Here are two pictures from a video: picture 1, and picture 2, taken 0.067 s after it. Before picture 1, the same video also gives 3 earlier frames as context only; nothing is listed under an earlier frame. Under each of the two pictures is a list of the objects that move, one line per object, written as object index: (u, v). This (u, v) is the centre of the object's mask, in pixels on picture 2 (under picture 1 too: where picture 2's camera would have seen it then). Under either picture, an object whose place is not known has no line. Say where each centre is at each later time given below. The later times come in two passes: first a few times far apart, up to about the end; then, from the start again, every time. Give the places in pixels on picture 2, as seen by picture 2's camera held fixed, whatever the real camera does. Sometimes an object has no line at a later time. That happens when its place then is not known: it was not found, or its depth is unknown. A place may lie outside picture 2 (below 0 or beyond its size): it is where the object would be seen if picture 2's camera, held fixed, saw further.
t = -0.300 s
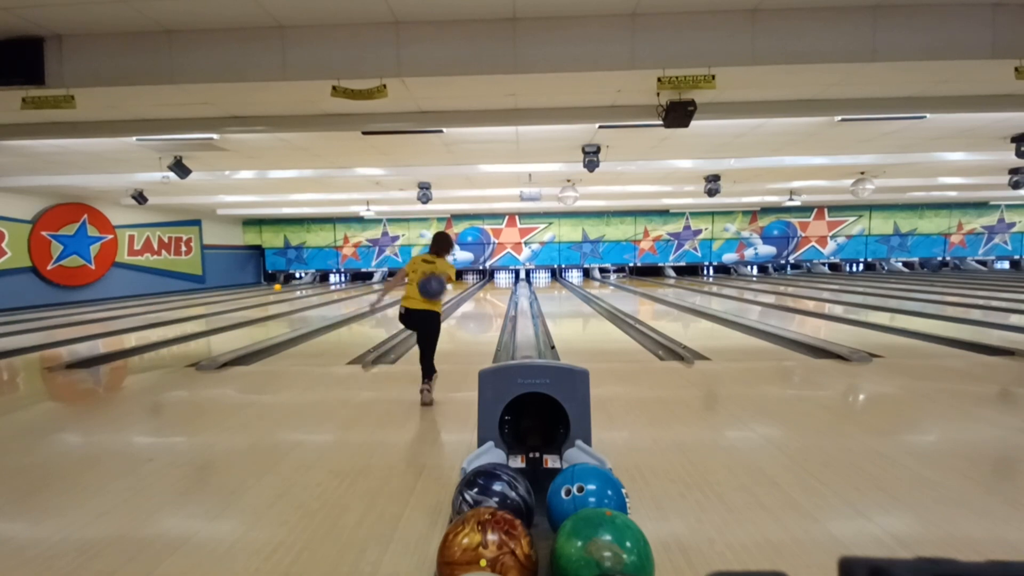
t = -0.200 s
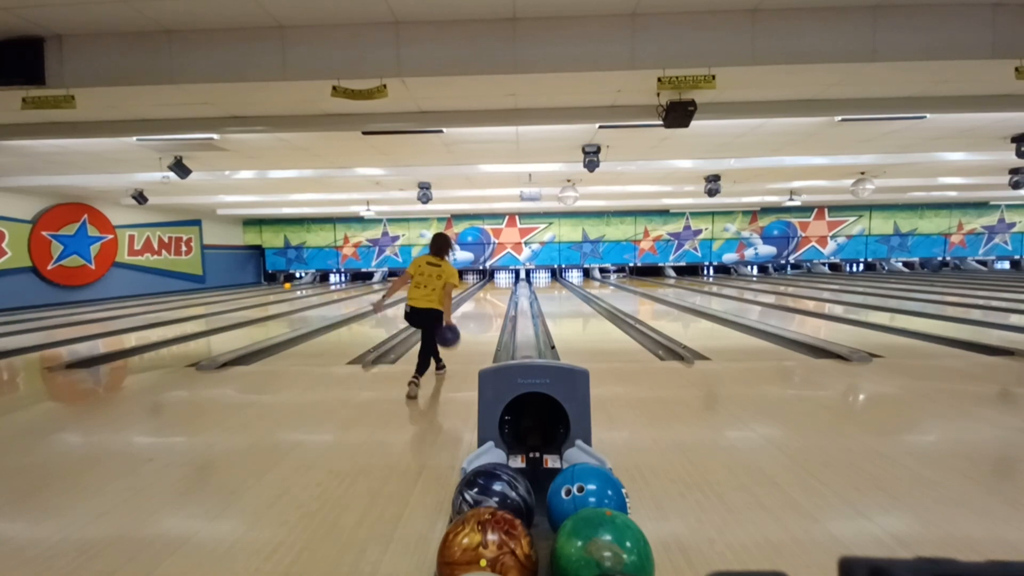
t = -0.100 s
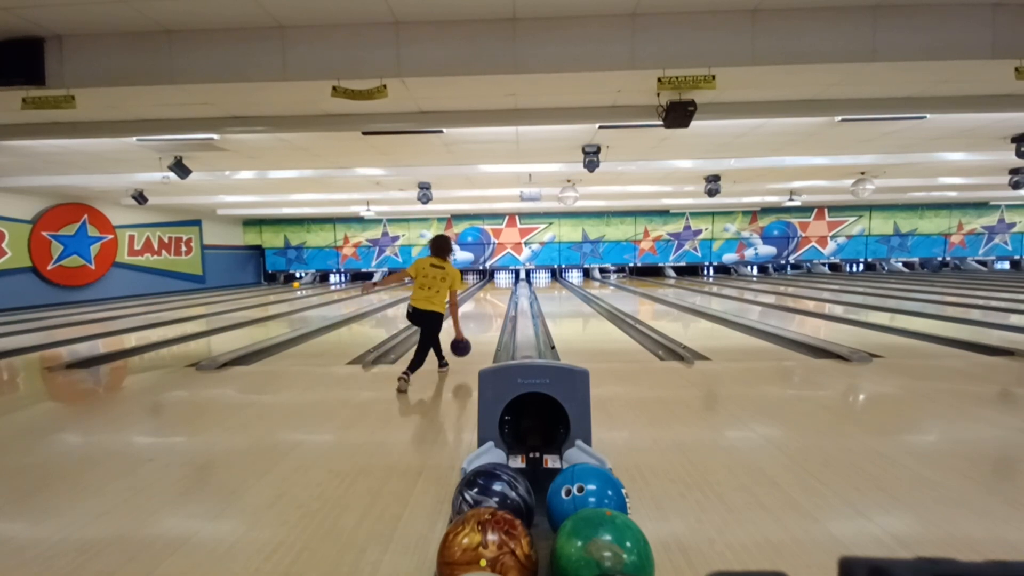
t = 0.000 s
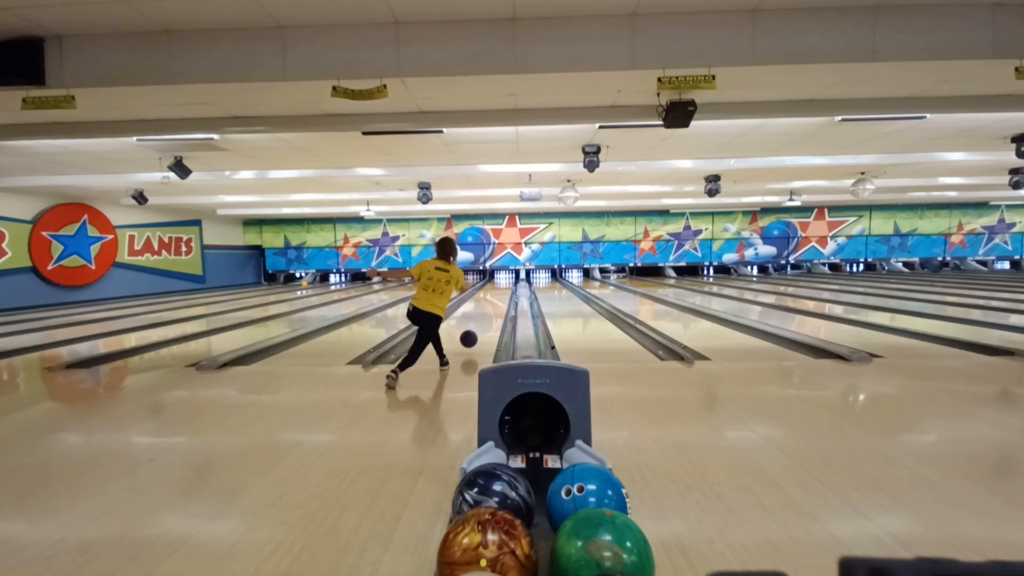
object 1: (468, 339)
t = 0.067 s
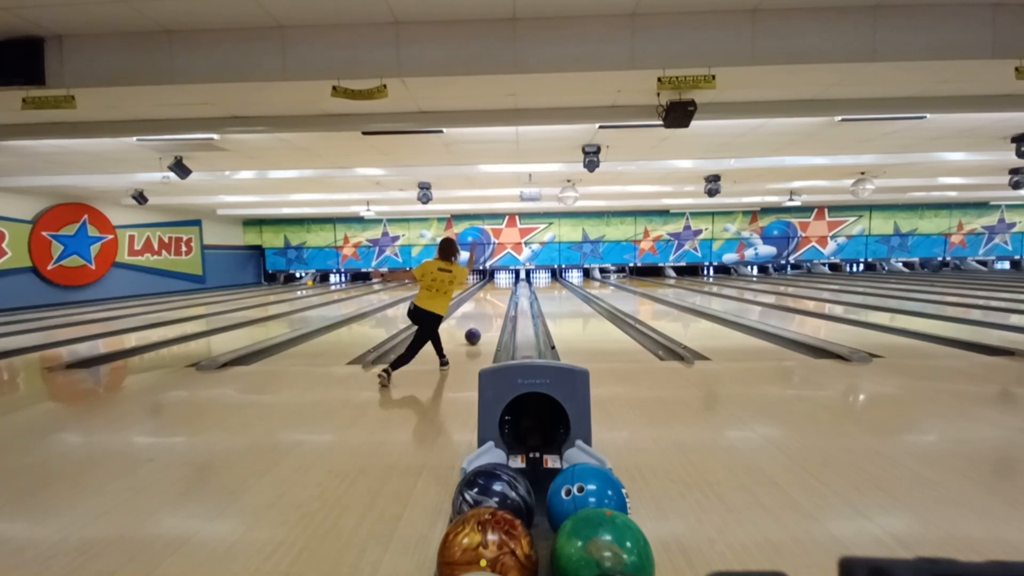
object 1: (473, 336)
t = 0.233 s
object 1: (480, 322)
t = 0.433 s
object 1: (486, 310)
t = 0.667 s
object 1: (491, 300)
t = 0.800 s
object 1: (493, 296)
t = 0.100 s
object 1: (474, 333)
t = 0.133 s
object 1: (476, 330)
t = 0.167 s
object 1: (477, 327)
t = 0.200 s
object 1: (479, 324)
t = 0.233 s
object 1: (480, 322)
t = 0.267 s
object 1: (481, 320)
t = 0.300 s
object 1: (482, 317)
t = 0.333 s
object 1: (483, 315)
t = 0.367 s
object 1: (484, 314)
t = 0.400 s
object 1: (485, 312)
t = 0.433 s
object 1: (486, 310)
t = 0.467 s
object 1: (487, 308)
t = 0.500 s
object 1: (488, 307)
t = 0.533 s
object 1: (488, 306)
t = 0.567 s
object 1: (489, 304)
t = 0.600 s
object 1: (490, 303)
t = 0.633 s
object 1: (490, 302)
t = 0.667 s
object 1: (491, 300)
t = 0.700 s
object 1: (491, 300)
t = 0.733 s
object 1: (492, 299)
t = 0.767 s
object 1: (492, 297)
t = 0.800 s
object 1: (493, 296)
